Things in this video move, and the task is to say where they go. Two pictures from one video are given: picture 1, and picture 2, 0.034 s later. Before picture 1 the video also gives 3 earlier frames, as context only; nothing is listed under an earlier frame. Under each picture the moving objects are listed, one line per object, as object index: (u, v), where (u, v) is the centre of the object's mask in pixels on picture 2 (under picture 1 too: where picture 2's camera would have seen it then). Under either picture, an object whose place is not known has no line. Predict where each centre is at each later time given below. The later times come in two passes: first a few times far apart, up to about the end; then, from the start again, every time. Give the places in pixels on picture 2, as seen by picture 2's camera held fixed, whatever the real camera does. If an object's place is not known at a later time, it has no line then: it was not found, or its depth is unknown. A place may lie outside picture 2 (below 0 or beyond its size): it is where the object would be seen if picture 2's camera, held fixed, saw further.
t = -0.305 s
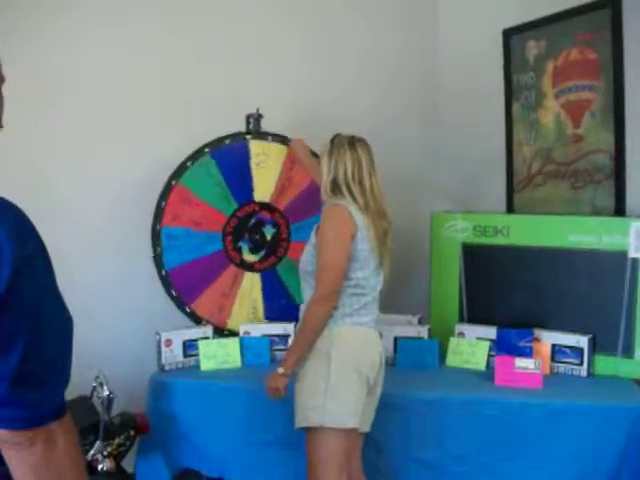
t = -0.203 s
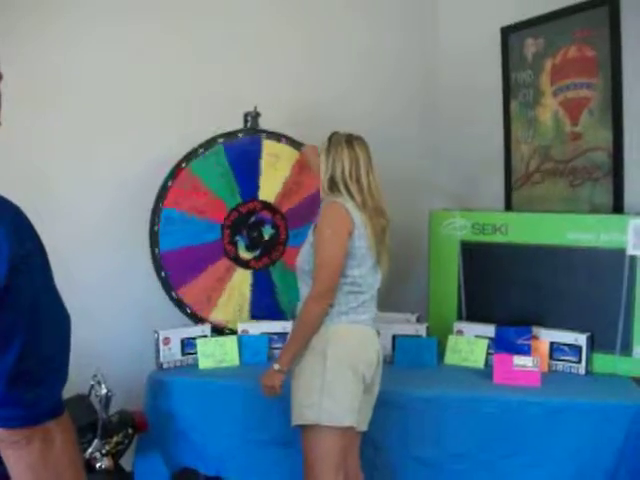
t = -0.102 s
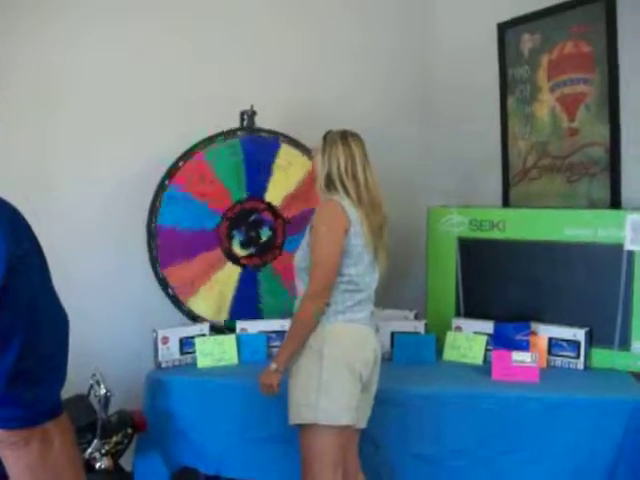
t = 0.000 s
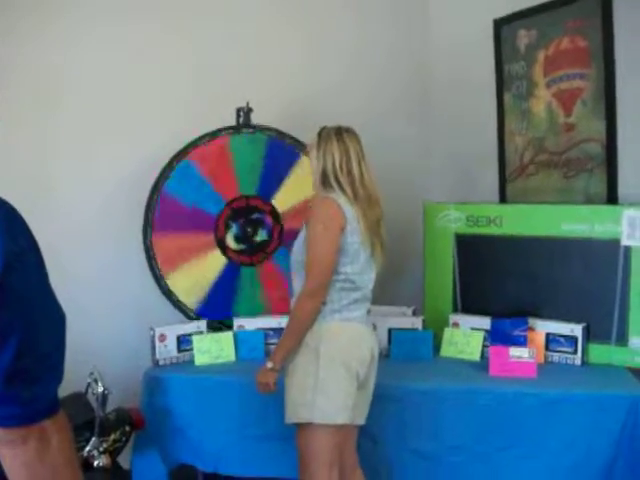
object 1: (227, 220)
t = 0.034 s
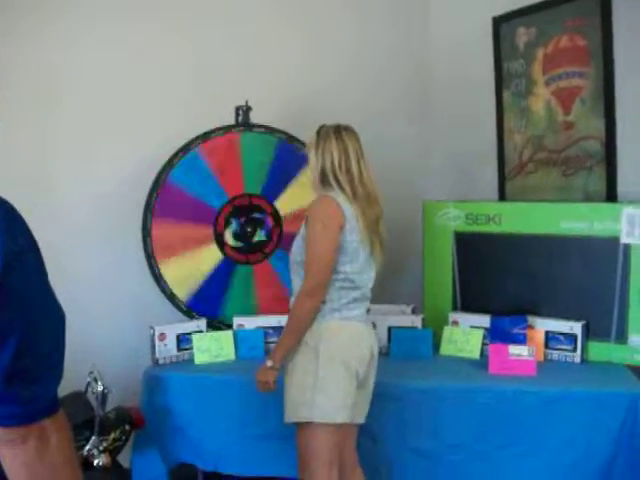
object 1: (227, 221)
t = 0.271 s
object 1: (228, 220)
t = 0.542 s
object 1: (230, 221)
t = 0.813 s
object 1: (233, 222)
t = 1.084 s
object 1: (236, 222)
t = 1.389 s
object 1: (242, 224)
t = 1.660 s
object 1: (241, 224)
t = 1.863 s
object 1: (242, 223)
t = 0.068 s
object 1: (227, 220)
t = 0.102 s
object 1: (227, 220)
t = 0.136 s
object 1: (227, 220)
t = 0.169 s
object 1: (227, 220)
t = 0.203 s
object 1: (227, 220)
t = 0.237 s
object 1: (228, 220)
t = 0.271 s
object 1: (228, 220)
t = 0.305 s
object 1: (228, 220)
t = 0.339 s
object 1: (229, 220)
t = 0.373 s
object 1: (229, 220)
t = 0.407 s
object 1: (229, 220)
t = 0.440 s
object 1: (229, 221)
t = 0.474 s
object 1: (229, 221)
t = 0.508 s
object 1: (229, 221)
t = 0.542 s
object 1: (230, 221)
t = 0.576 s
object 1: (230, 221)
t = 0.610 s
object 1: (231, 221)
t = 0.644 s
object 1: (231, 221)
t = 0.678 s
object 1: (231, 221)
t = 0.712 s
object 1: (231, 222)
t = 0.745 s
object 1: (232, 222)
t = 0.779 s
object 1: (232, 222)
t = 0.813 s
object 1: (233, 222)
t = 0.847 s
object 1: (233, 222)
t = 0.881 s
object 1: (233, 222)
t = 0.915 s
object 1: (233, 222)
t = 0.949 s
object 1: (234, 222)
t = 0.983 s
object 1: (234, 222)
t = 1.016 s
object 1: (235, 222)
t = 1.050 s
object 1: (235, 222)
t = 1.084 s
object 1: (236, 222)
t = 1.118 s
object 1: (237, 223)
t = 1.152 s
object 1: (237, 223)
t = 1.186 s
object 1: (238, 223)
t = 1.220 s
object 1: (239, 223)
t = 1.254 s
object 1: (240, 223)
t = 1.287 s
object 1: (240, 223)
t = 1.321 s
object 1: (241, 223)
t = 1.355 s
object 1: (242, 224)
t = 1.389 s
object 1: (242, 224)
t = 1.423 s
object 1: (242, 224)
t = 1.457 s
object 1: (242, 224)
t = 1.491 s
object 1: (242, 224)
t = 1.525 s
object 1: (242, 224)
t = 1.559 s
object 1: (241, 224)
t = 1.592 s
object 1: (241, 224)
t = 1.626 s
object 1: (241, 224)
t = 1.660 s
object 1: (241, 224)
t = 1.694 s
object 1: (242, 224)
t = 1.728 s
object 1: (242, 224)
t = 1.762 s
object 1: (242, 224)
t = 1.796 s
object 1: (242, 223)
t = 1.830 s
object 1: (242, 223)
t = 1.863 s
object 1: (242, 223)
